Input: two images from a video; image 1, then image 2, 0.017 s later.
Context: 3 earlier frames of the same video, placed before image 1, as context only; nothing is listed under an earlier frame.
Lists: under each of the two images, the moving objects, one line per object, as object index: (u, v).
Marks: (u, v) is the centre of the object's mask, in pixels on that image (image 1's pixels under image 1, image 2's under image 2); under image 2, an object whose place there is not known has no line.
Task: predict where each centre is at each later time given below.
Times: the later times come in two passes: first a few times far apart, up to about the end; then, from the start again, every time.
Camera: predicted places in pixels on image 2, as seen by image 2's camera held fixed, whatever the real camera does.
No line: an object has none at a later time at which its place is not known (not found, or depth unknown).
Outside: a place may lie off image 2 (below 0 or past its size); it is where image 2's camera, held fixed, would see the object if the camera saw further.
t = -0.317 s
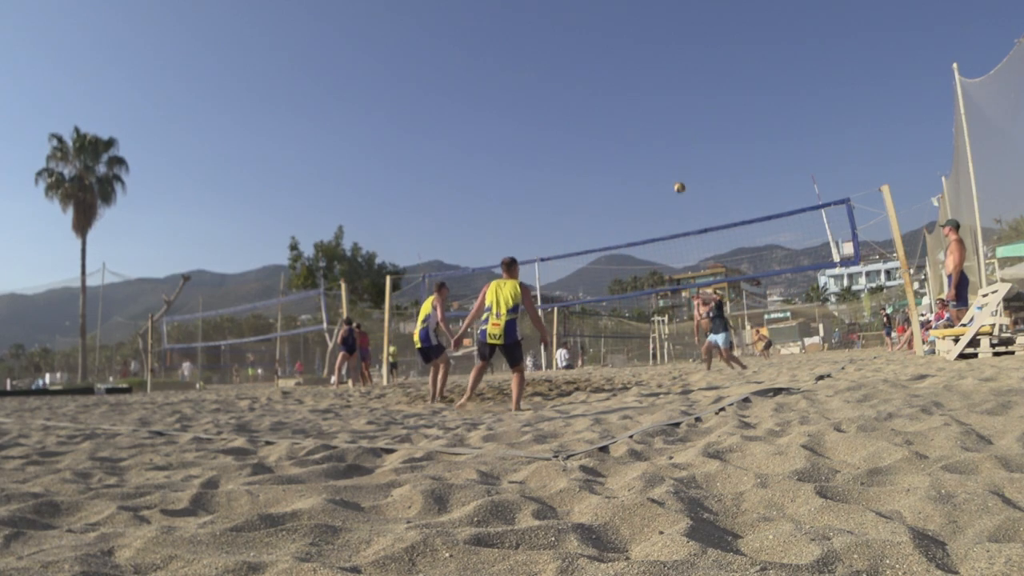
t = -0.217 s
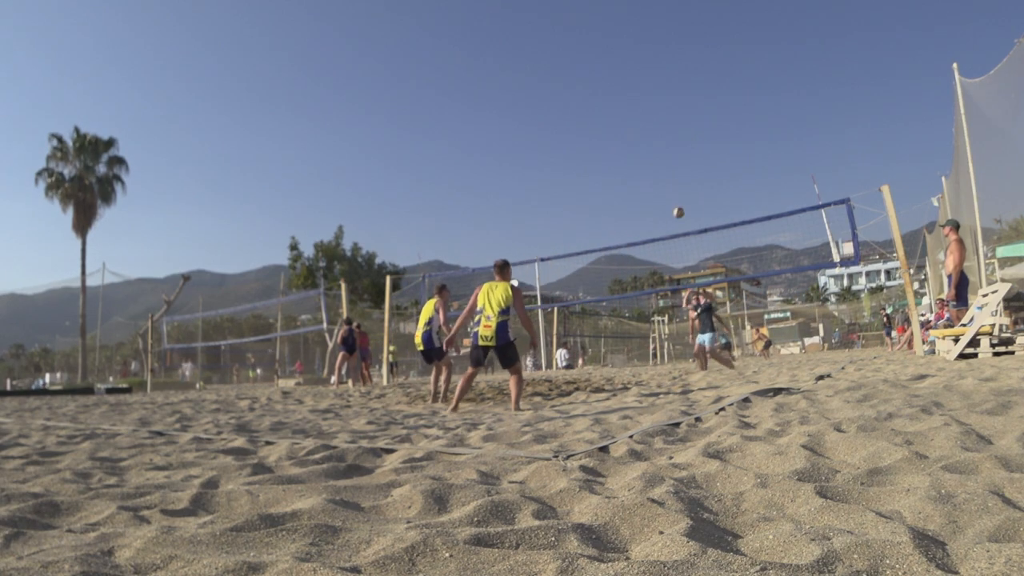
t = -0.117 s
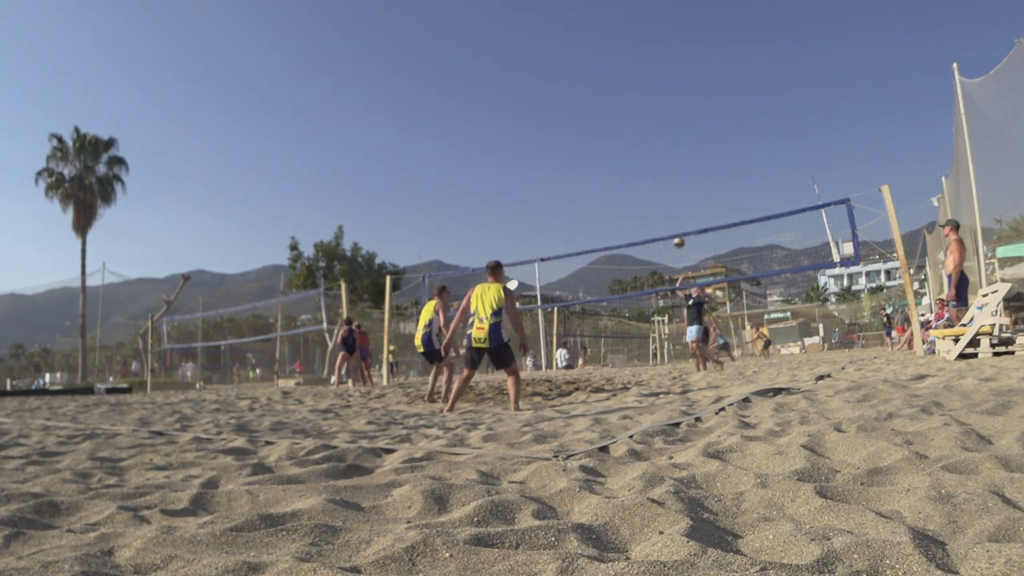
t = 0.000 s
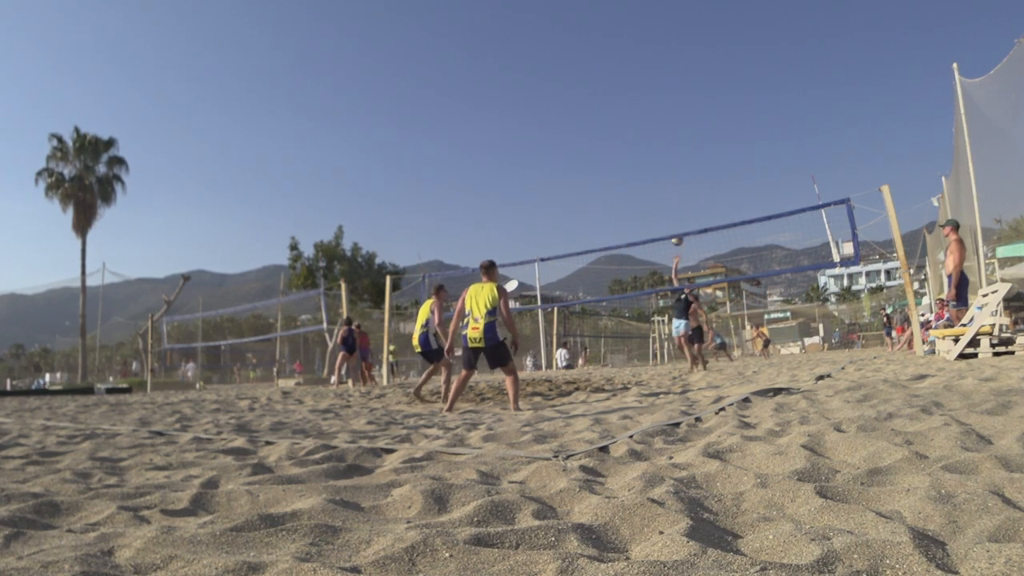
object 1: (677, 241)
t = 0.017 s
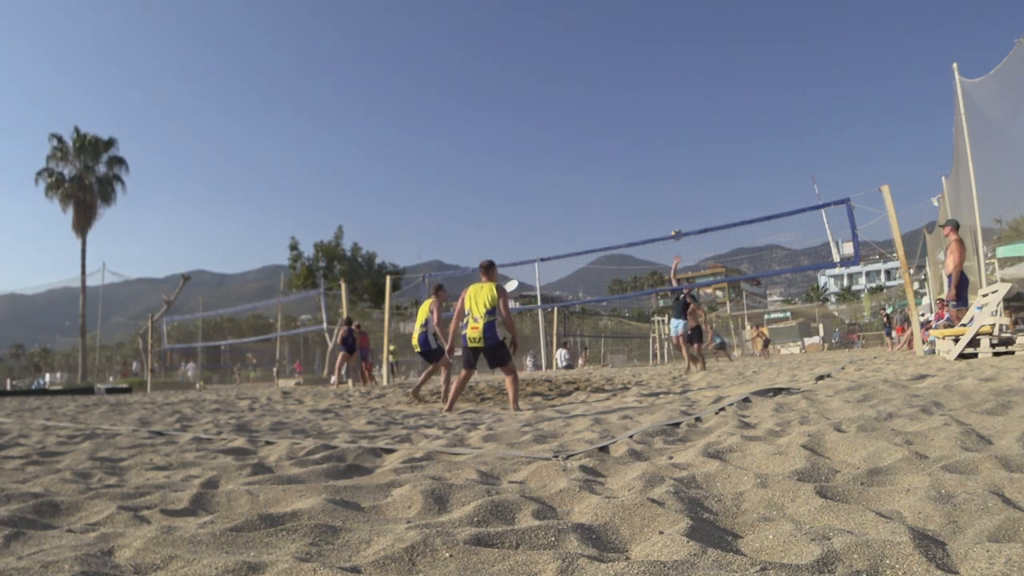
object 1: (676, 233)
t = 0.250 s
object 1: (672, 167)
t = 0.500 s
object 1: (672, 116)
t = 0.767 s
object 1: (681, 98)
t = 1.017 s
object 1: (705, 138)
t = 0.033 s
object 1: (676, 228)
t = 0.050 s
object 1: (676, 223)
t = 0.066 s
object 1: (676, 219)
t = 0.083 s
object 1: (675, 214)
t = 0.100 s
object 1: (675, 209)
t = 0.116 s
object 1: (674, 204)
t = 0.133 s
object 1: (674, 199)
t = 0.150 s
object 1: (674, 194)
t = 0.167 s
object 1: (674, 189)
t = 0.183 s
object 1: (673, 185)
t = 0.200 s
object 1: (673, 180)
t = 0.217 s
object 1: (673, 175)
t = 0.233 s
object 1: (672, 171)
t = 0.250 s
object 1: (672, 167)
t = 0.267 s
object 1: (672, 163)
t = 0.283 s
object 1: (672, 159)
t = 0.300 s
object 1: (672, 155)
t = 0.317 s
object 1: (672, 151)
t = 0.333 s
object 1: (672, 147)
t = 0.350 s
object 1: (672, 144)
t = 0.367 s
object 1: (672, 140)
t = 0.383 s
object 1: (672, 137)
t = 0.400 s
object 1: (672, 133)
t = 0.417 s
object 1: (672, 130)
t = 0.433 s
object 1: (671, 127)
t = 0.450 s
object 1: (672, 124)
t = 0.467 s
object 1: (672, 122)
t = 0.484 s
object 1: (672, 119)
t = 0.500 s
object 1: (672, 116)
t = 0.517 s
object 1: (672, 114)
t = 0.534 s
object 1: (672, 112)
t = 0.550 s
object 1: (673, 110)
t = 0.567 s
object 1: (673, 108)
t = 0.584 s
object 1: (673, 106)
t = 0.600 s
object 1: (674, 105)
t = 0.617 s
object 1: (674, 103)
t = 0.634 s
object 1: (675, 101)
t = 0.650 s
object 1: (675, 101)
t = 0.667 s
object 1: (676, 100)
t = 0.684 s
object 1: (676, 99)
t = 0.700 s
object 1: (677, 98)
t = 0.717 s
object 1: (678, 98)
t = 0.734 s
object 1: (679, 98)
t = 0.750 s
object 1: (680, 98)
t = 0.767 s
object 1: (681, 98)
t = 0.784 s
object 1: (682, 99)
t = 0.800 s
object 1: (682, 99)
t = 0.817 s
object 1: (684, 100)
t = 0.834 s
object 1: (685, 102)
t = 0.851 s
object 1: (687, 103)
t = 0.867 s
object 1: (688, 105)
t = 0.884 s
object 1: (689, 107)
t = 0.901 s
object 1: (691, 110)
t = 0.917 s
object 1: (693, 112)
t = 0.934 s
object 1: (694, 116)
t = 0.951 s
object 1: (696, 119)
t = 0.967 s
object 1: (698, 123)
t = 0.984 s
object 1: (700, 127)
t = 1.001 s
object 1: (703, 133)
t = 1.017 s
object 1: (705, 138)
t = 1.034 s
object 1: (707, 143)
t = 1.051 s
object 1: (710, 150)
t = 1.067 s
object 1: (713, 157)
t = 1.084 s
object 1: (716, 164)
